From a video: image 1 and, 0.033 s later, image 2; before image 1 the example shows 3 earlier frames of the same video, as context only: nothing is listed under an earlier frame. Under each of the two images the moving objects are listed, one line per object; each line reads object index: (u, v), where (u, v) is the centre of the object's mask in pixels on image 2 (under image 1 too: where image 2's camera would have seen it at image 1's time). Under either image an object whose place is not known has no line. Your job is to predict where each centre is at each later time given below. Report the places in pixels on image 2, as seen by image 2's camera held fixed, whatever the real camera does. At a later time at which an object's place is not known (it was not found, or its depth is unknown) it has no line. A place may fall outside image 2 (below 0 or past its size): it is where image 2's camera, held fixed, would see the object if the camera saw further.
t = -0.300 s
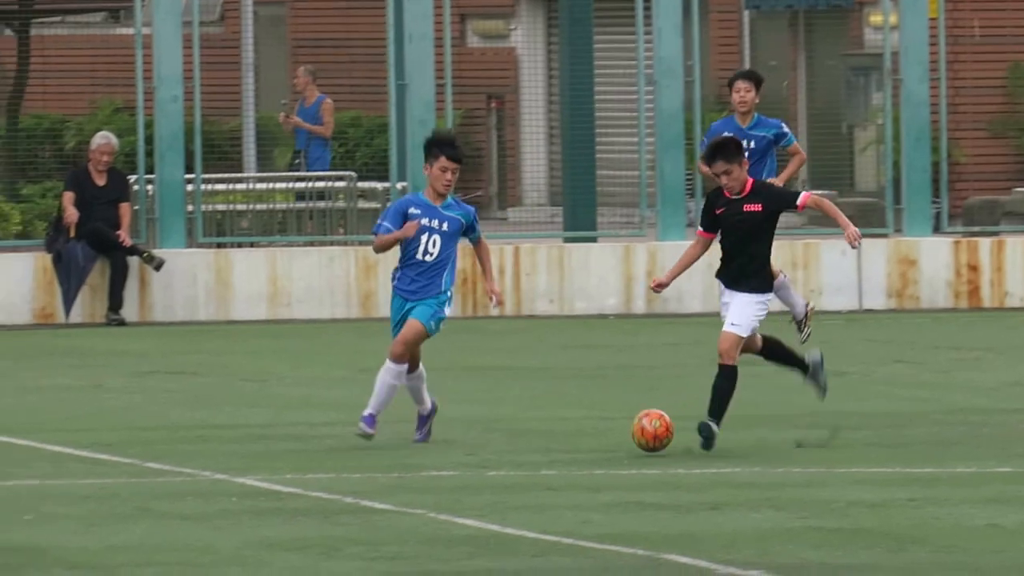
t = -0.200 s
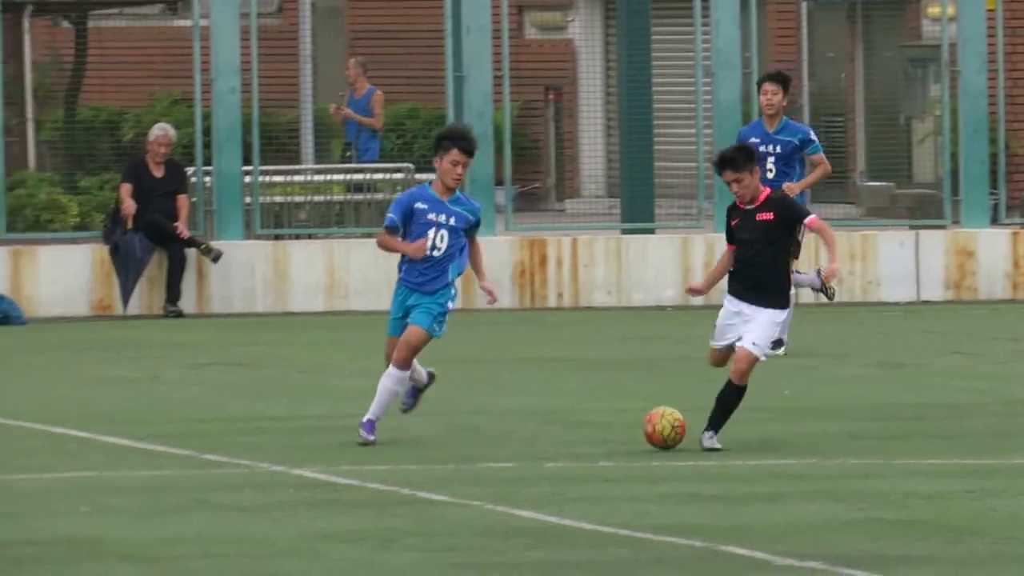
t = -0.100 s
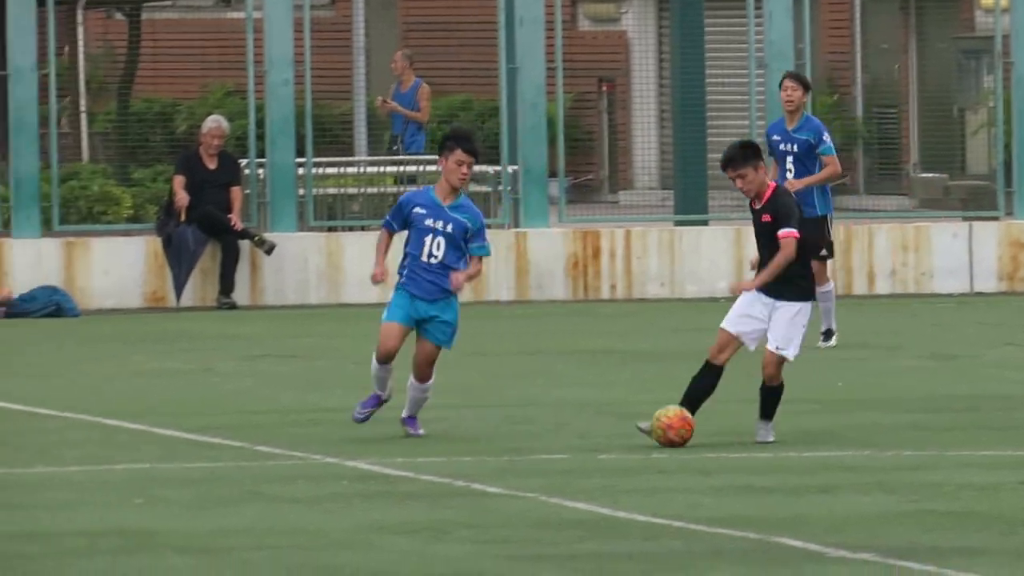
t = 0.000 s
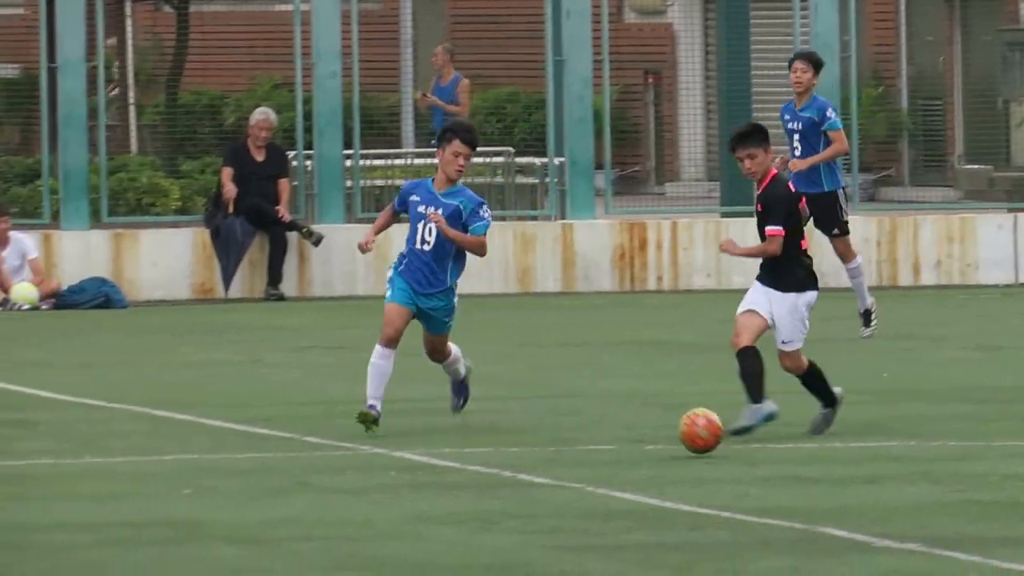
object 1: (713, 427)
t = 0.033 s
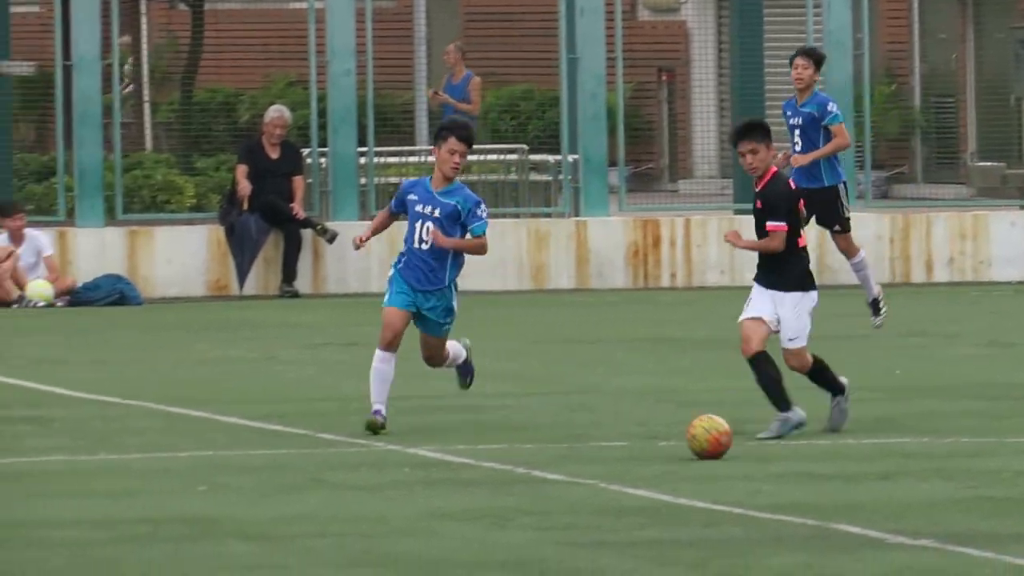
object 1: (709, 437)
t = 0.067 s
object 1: (705, 435)
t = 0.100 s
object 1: (702, 435)
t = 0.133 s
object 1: (698, 436)
